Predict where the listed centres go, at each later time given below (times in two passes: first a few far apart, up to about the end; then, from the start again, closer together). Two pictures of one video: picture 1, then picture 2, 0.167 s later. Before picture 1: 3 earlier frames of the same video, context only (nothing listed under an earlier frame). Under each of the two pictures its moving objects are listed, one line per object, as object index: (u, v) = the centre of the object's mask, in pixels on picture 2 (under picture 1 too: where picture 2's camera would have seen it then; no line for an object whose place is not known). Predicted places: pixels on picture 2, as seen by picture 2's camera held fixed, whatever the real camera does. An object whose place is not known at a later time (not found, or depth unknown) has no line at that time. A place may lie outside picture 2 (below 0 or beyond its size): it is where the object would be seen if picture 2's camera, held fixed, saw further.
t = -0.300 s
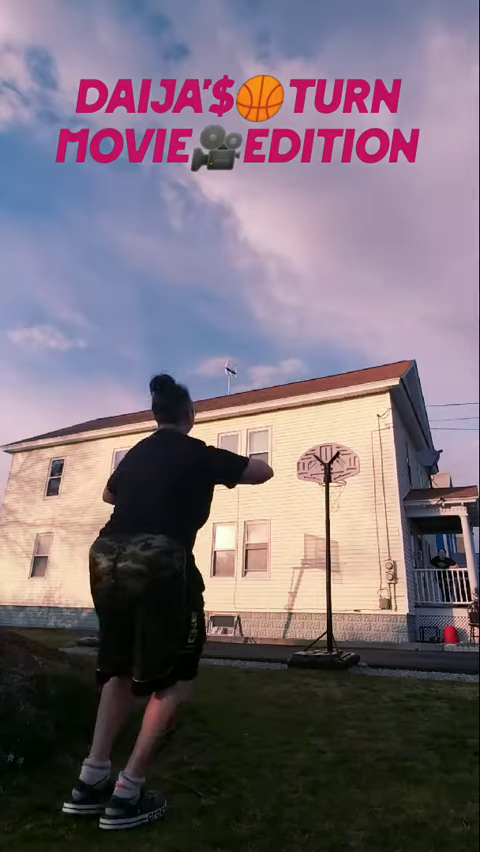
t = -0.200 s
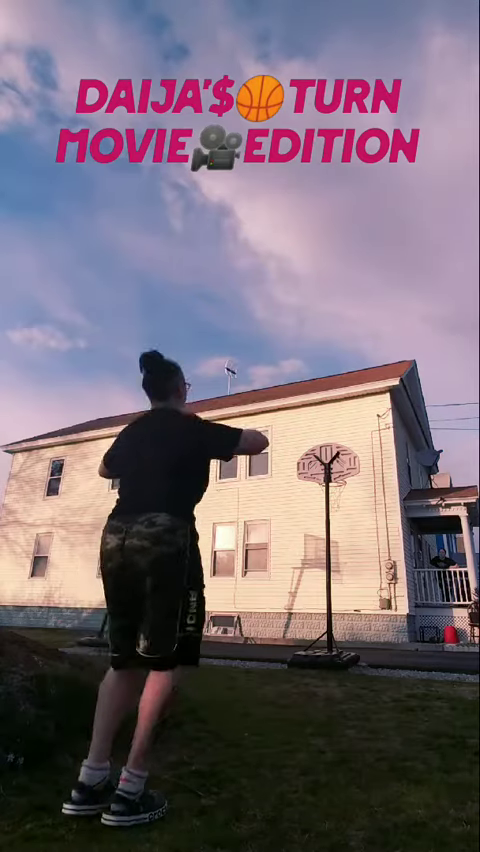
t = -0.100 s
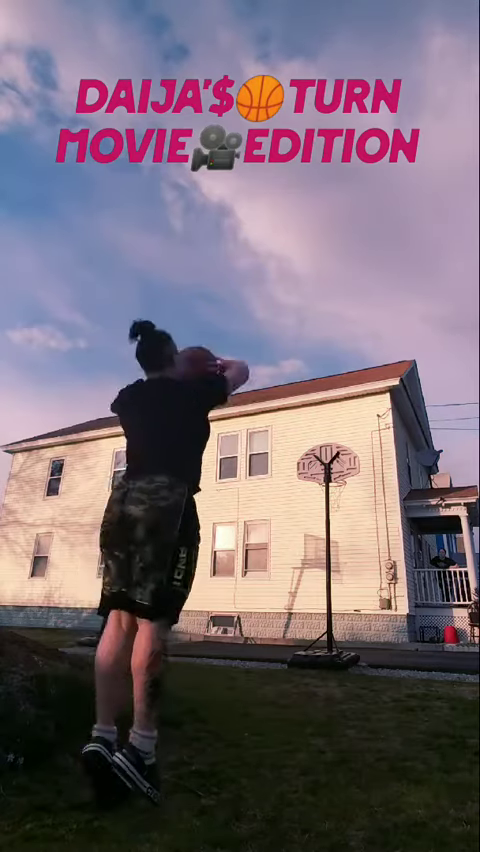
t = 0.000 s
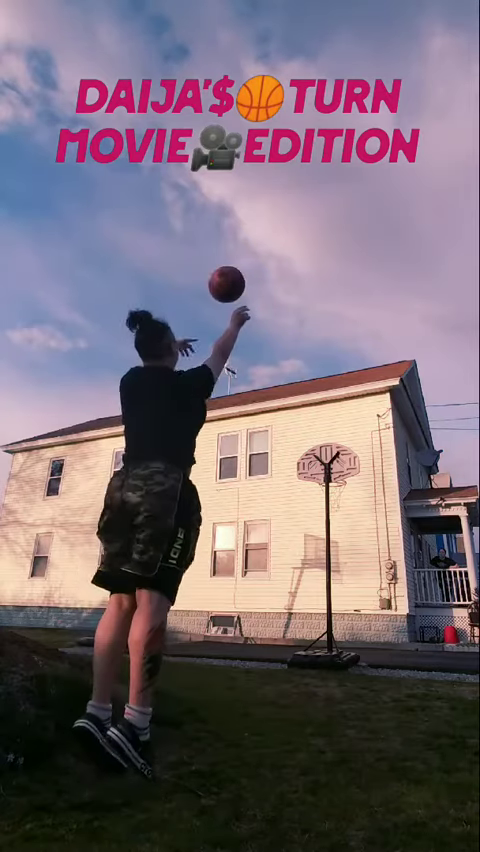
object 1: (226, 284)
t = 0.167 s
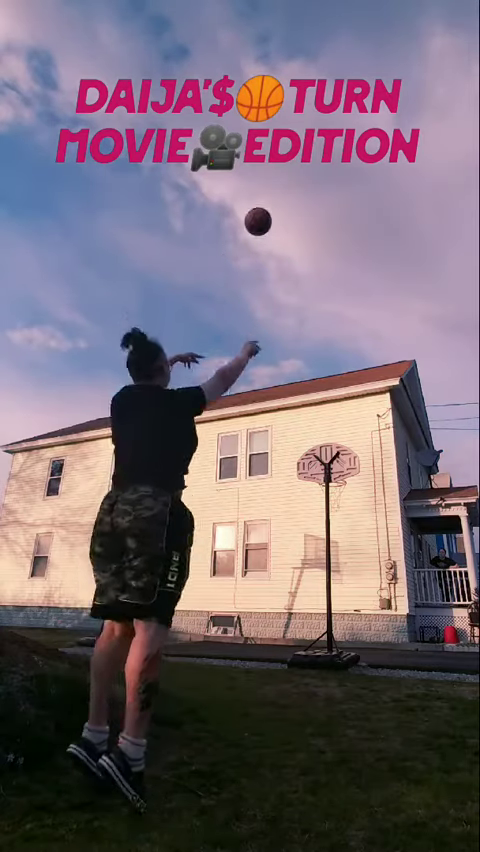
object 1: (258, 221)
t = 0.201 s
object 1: (262, 215)
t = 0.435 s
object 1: (285, 202)
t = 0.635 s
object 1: (298, 217)
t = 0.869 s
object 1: (311, 255)
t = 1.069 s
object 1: (320, 302)
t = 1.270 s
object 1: (329, 362)
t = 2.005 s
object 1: (336, 484)
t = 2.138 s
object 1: (338, 495)
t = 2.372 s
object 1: (339, 523)
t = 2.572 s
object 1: (340, 569)
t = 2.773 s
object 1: (343, 642)
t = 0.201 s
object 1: (262, 215)
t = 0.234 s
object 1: (266, 210)
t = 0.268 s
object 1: (270, 207)
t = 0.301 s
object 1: (274, 204)
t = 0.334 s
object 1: (277, 202)
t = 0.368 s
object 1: (280, 202)
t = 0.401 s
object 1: (283, 202)
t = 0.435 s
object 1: (285, 202)
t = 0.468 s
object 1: (288, 203)
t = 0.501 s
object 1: (290, 205)
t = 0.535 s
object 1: (292, 207)
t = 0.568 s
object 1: (294, 210)
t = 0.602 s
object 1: (297, 213)
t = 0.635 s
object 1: (298, 217)
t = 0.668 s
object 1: (300, 221)
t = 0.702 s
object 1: (302, 226)
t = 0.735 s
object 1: (304, 231)
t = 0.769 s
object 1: (306, 237)
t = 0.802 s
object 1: (307, 242)
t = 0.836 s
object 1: (309, 249)
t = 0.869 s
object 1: (311, 255)
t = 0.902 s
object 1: (312, 262)
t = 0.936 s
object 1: (314, 269)
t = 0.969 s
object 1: (315, 277)
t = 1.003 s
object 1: (317, 285)
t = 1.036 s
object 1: (318, 293)
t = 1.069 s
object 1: (320, 302)
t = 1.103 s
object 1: (321, 311)
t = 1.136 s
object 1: (322, 321)
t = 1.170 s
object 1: (324, 331)
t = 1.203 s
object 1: (325, 341)
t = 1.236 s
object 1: (327, 351)
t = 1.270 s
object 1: (329, 362)
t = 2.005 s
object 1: (336, 484)
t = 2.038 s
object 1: (336, 485)
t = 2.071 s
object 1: (336, 488)
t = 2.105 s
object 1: (337, 492)
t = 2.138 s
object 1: (338, 495)
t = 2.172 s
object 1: (339, 499)
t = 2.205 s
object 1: (339, 501)
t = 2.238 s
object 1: (339, 505)
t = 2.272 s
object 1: (339, 508)
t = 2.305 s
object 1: (339, 512)
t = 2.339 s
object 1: (339, 517)
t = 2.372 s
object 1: (339, 523)
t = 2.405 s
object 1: (339, 529)
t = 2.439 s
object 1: (339, 536)
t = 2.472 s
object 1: (339, 543)
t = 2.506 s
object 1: (339, 551)
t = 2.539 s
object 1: (340, 560)
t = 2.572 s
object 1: (340, 569)
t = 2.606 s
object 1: (341, 579)
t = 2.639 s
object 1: (341, 590)
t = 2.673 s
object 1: (341, 602)
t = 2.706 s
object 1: (342, 615)
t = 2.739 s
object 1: (343, 628)
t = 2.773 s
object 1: (343, 642)
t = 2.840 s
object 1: (341, 639)
